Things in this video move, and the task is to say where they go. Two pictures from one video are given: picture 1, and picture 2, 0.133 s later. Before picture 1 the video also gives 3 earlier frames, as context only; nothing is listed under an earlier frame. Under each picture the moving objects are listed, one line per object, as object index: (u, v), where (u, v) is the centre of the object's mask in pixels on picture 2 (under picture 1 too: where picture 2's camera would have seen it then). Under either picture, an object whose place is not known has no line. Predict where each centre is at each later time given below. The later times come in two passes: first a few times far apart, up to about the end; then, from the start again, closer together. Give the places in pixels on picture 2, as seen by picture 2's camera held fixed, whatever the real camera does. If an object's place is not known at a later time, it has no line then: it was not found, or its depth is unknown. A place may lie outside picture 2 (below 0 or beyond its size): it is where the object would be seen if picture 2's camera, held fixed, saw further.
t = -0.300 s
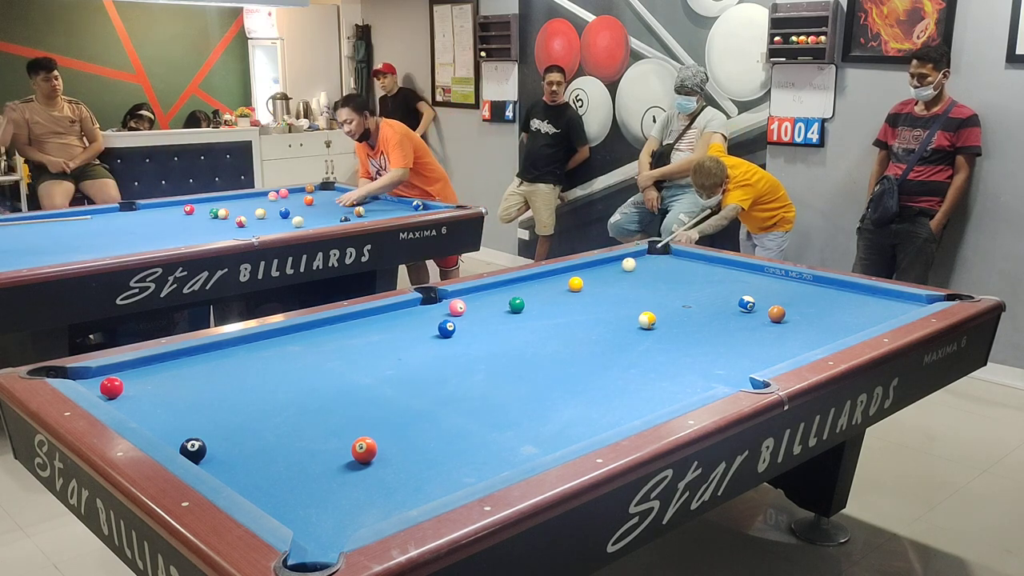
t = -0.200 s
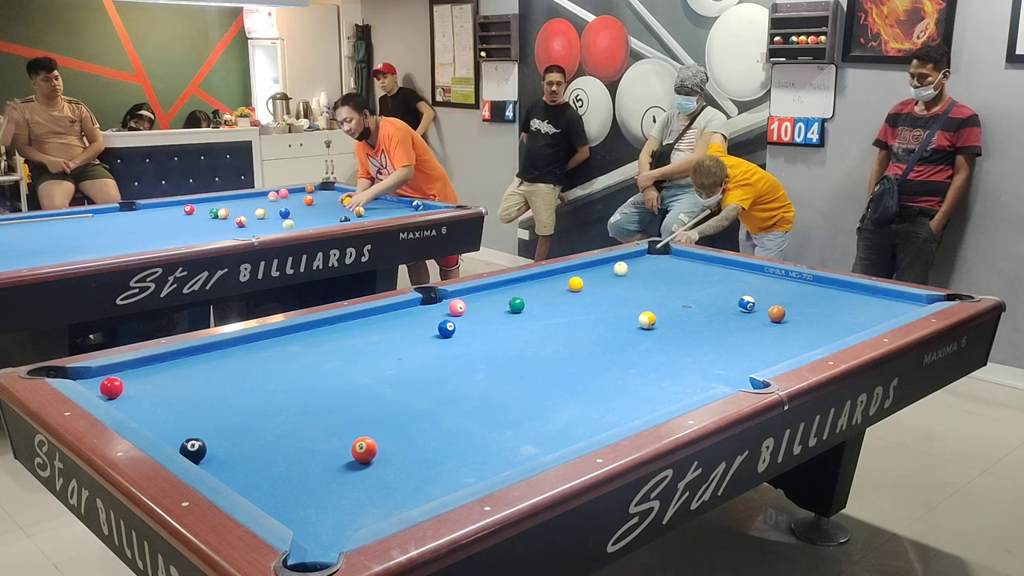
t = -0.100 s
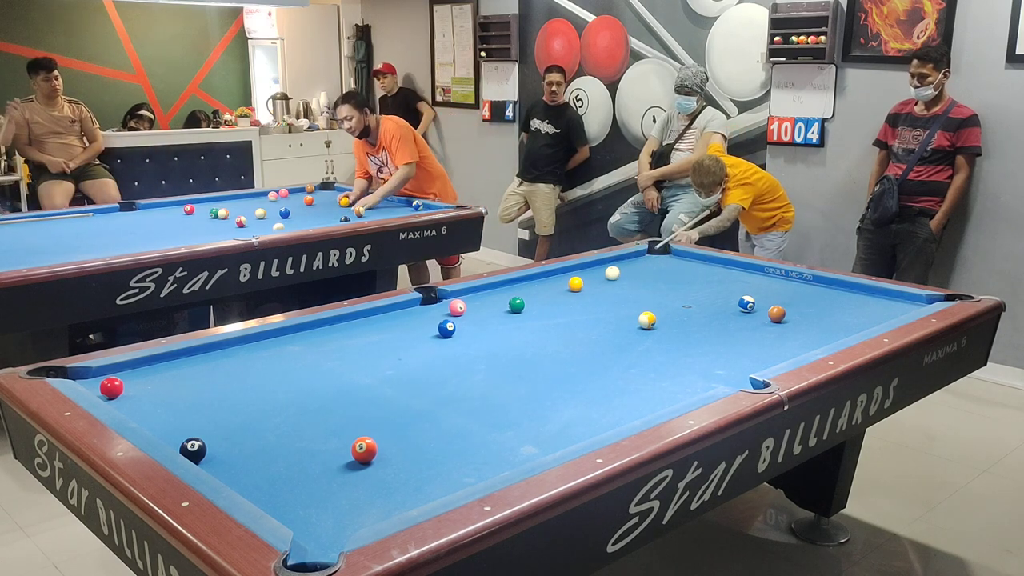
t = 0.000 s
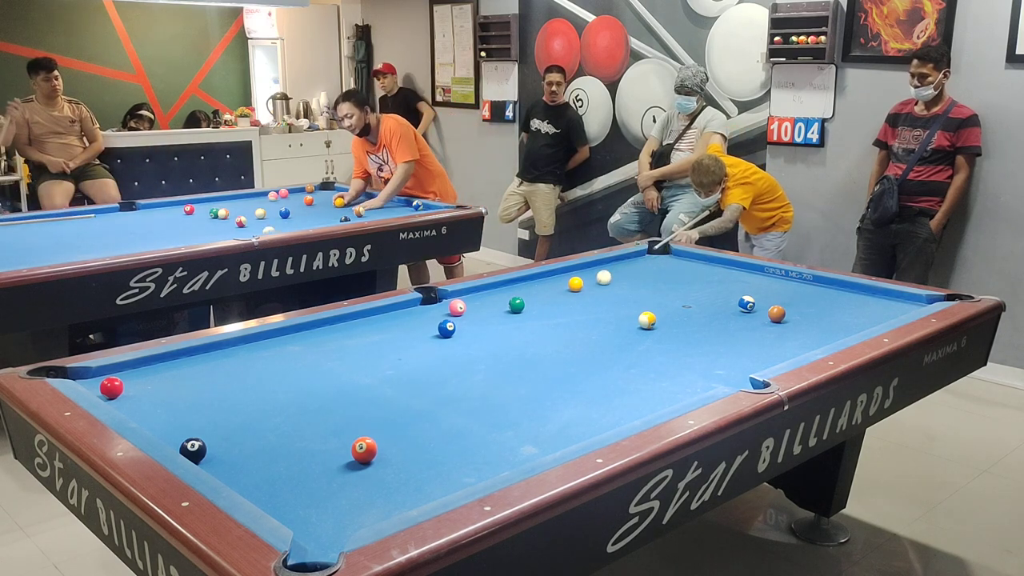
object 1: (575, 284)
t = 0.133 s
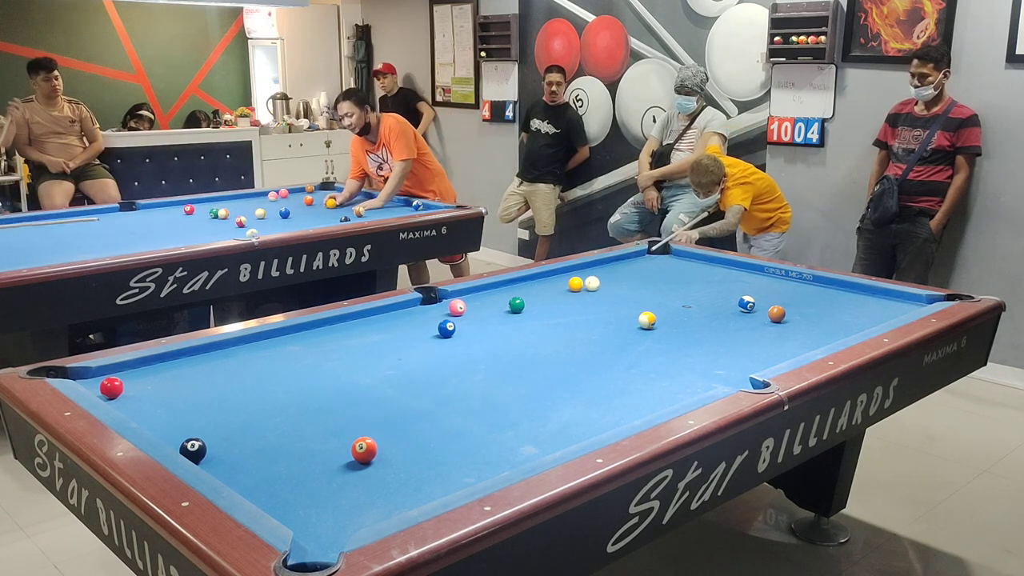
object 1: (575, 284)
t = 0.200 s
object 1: (571, 284)
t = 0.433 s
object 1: (554, 285)
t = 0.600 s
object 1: (543, 285)
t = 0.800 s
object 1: (532, 285)
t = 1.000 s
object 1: (522, 286)
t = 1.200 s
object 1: (512, 286)
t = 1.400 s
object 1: (504, 287)
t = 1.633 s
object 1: (495, 287)
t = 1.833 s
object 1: (489, 288)
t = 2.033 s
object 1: (483, 288)
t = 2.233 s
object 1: (482, 289)
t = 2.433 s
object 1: (481, 289)
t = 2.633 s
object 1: (481, 289)
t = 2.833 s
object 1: (481, 289)
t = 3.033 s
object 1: (481, 289)
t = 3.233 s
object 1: (481, 289)
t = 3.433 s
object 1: (481, 289)
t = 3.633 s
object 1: (481, 289)
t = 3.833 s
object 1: (481, 289)
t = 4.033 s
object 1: (481, 289)
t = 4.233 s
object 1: (481, 289)
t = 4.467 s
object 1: (481, 289)
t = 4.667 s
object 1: (481, 289)
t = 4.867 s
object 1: (481, 289)
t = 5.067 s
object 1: (481, 289)
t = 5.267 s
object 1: (481, 289)
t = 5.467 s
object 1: (481, 289)
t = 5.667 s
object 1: (481, 289)
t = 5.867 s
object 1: (481, 289)
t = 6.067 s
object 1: (481, 289)
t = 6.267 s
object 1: (481, 289)
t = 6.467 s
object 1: (481, 289)
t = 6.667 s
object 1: (481, 289)
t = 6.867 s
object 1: (479, 289)
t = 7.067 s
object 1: (480, 289)
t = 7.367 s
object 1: (482, 286)
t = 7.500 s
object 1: (480, 289)
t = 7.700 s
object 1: (480, 289)
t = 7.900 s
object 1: (480, 289)
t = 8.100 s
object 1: (480, 289)
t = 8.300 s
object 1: (480, 289)
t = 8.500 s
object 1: (480, 289)
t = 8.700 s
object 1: (480, 289)
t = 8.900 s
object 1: (480, 289)
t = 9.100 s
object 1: (480, 289)
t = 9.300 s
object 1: (480, 289)
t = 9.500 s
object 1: (480, 289)
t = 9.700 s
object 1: (480, 289)
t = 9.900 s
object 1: (480, 289)
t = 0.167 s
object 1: (574, 284)
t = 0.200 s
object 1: (571, 284)
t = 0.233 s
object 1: (569, 284)
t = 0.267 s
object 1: (567, 284)
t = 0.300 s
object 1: (564, 284)
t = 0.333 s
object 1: (560, 284)
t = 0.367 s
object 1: (558, 284)
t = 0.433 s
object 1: (554, 285)
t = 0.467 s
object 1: (552, 285)
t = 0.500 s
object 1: (550, 285)
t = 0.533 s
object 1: (547, 285)
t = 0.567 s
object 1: (545, 285)
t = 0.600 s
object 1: (543, 285)
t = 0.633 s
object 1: (541, 285)
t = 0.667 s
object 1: (539, 285)
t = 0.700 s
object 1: (537, 285)
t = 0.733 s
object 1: (535, 285)
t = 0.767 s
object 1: (534, 285)
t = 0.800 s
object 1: (532, 285)
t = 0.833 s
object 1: (530, 285)
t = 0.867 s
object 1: (528, 286)
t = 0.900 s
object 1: (526, 286)
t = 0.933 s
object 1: (525, 286)
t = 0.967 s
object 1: (523, 286)
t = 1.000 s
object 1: (522, 286)
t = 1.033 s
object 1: (520, 286)
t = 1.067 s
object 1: (518, 286)
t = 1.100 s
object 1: (517, 286)
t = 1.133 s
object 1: (515, 286)
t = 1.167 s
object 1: (514, 286)
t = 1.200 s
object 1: (512, 286)
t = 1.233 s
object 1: (510, 286)
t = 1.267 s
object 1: (509, 286)
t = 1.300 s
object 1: (508, 286)
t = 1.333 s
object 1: (507, 286)
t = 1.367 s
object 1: (505, 287)
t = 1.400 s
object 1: (504, 287)
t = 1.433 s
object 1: (502, 287)
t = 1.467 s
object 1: (501, 287)
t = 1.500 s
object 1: (500, 287)
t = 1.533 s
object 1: (498, 287)
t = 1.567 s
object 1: (497, 287)
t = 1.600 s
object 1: (496, 287)
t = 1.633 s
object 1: (495, 287)
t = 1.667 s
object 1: (494, 287)
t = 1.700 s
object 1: (493, 287)
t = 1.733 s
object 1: (492, 287)
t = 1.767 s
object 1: (491, 287)
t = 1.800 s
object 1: (489, 288)
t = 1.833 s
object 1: (489, 288)
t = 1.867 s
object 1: (488, 288)
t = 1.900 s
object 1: (486, 288)
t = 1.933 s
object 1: (486, 288)
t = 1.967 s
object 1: (485, 288)
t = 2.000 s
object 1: (484, 288)
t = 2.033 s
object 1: (483, 288)
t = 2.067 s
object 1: (483, 288)
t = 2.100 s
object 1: (483, 288)
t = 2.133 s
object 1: (483, 288)
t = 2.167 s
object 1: (482, 288)
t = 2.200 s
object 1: (482, 289)
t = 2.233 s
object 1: (482, 289)
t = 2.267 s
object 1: (482, 289)
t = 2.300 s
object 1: (482, 289)
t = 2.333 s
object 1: (482, 289)
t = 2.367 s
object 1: (481, 289)
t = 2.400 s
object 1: (481, 289)
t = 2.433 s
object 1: (481, 289)
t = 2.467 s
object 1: (481, 289)
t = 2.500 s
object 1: (481, 289)
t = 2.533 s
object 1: (481, 289)
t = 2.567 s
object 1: (481, 289)
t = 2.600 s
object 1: (481, 289)
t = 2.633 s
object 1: (481, 289)
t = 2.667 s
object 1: (481, 289)
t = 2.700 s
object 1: (481, 289)
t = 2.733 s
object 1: (481, 289)
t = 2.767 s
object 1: (481, 289)
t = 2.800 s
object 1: (481, 289)
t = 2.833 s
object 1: (481, 289)
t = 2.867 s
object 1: (481, 289)
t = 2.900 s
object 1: (481, 289)
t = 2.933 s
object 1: (481, 289)
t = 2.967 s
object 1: (481, 289)
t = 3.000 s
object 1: (481, 289)
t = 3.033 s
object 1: (481, 289)
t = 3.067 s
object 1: (481, 289)
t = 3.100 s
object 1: (481, 289)
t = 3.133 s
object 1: (481, 289)
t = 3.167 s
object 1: (481, 289)
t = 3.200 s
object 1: (481, 289)
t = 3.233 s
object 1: (481, 289)
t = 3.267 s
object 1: (481, 289)
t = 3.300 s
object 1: (481, 289)
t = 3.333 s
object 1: (481, 289)
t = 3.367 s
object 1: (481, 289)
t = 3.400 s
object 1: (481, 289)
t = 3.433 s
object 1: (481, 289)
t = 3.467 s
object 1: (481, 289)
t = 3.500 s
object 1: (481, 289)
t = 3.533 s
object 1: (481, 289)
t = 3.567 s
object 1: (481, 289)
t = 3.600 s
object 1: (481, 289)
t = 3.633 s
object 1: (481, 289)
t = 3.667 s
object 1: (481, 289)
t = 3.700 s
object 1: (481, 289)
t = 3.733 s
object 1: (481, 289)
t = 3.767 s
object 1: (481, 289)
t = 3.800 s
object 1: (481, 289)
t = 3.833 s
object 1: (481, 289)
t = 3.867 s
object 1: (481, 289)
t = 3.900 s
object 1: (481, 289)
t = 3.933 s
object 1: (481, 289)
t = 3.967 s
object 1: (481, 289)
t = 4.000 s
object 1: (481, 289)
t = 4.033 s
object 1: (481, 289)
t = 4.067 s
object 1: (481, 289)
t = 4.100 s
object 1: (481, 289)
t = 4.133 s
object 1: (481, 289)
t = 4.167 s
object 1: (481, 289)
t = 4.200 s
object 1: (481, 289)
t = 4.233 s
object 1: (481, 289)
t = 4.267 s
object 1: (481, 289)
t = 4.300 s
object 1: (481, 289)
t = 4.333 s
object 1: (481, 289)
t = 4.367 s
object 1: (481, 289)
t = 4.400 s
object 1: (481, 289)
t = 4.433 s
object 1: (481, 289)
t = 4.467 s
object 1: (481, 289)
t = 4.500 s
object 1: (481, 289)
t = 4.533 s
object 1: (481, 289)
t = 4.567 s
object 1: (481, 289)
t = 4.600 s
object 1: (481, 289)
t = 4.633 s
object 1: (481, 289)
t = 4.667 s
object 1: (481, 289)
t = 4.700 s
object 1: (481, 289)
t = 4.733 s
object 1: (481, 289)
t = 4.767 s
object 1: (481, 289)
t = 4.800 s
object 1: (481, 289)
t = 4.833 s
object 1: (481, 289)
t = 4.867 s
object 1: (481, 289)
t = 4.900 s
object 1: (481, 289)
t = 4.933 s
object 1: (481, 289)
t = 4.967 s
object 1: (481, 289)
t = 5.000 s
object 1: (481, 289)
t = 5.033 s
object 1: (481, 289)
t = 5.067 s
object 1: (481, 289)
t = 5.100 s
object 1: (481, 289)
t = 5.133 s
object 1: (481, 289)
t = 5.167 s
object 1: (481, 289)
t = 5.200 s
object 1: (481, 289)
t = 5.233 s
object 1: (481, 289)
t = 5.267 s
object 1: (481, 289)
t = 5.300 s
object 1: (481, 289)
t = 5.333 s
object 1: (481, 289)
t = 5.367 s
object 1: (481, 289)
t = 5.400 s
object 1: (481, 289)
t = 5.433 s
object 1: (481, 289)
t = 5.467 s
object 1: (481, 289)
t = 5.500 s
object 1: (481, 289)
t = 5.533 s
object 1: (481, 289)
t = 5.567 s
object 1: (481, 289)
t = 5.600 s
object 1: (481, 289)
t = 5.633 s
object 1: (481, 289)
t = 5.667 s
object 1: (481, 289)
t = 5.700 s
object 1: (481, 289)
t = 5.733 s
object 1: (481, 289)
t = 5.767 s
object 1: (481, 289)
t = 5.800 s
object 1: (481, 289)
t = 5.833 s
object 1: (481, 289)
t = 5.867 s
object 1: (481, 289)
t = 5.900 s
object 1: (481, 289)
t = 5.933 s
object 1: (481, 289)
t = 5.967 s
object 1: (481, 289)
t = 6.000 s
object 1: (481, 289)
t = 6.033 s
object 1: (481, 289)
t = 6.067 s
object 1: (481, 289)
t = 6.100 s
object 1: (481, 289)
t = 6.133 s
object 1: (481, 289)
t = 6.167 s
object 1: (481, 289)
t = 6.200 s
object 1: (481, 289)
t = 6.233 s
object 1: (481, 289)
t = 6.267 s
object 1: (481, 289)
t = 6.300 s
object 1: (481, 289)
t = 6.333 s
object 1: (481, 289)
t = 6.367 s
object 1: (481, 289)
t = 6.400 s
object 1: (481, 289)
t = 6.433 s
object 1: (481, 289)
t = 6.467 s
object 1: (481, 289)
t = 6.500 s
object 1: (481, 289)
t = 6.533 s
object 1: (481, 289)
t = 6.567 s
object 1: (481, 289)
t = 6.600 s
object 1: (481, 289)
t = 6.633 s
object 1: (481, 289)
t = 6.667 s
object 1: (481, 289)
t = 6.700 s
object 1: (481, 289)
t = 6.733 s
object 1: (481, 289)
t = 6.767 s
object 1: (481, 289)
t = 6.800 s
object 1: (481, 289)
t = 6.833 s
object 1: (481, 289)
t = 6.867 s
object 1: (479, 289)
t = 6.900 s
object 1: (481, 289)
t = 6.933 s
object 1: (481, 289)
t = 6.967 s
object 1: (481, 289)
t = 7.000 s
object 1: (481, 289)
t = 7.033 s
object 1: (480, 289)
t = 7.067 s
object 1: (480, 289)
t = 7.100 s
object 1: (478, 292)
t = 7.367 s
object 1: (482, 286)
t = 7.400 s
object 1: (481, 288)
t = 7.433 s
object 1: (481, 289)
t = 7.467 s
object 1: (480, 290)
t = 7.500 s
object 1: (480, 289)
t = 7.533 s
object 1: (480, 289)
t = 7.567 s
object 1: (480, 290)
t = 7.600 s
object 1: (480, 290)
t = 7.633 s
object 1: (480, 289)
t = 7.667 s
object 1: (480, 289)
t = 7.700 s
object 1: (480, 289)
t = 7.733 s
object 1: (480, 289)
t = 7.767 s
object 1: (480, 289)
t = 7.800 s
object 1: (480, 289)
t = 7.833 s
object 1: (480, 289)
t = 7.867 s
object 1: (480, 289)
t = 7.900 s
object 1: (480, 289)
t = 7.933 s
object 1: (480, 289)
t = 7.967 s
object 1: (480, 289)
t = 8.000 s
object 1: (480, 289)
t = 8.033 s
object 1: (480, 289)
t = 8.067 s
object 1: (480, 289)
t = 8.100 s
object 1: (480, 289)
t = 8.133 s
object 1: (480, 289)
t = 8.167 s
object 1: (480, 289)
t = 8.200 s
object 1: (480, 289)
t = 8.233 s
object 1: (480, 289)
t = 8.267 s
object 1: (480, 290)
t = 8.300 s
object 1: (480, 289)
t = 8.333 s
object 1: (480, 290)
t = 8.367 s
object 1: (480, 289)
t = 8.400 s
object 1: (480, 290)
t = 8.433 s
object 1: (480, 290)
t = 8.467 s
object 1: (480, 289)
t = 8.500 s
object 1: (480, 289)
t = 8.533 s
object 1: (480, 289)
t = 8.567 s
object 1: (480, 290)
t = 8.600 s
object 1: (480, 290)
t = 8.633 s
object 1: (480, 289)
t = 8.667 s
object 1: (480, 289)
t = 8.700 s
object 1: (480, 289)
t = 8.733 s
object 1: (480, 289)
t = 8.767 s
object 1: (480, 289)
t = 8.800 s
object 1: (480, 289)
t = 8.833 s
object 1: (480, 289)
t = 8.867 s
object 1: (480, 289)
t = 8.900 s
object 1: (480, 289)
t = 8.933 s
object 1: (480, 289)
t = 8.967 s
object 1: (480, 289)
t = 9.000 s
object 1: (480, 289)
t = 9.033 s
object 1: (480, 289)
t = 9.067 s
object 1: (480, 289)
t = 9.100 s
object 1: (480, 289)
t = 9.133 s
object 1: (480, 289)
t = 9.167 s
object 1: (480, 289)
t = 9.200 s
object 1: (480, 289)
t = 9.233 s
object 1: (480, 289)
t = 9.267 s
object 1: (480, 289)
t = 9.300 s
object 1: (480, 289)
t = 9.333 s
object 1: (480, 289)
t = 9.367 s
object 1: (480, 289)
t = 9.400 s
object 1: (480, 289)
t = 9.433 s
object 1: (480, 289)
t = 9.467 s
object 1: (480, 289)
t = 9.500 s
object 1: (480, 289)
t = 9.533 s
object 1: (480, 289)
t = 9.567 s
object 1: (480, 289)
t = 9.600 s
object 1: (480, 289)
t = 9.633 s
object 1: (480, 289)
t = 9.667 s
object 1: (480, 289)
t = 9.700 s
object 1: (480, 289)
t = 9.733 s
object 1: (480, 289)
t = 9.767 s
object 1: (480, 289)
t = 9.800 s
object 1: (480, 289)
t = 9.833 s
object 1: (480, 289)
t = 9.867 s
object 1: (480, 289)
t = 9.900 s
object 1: (480, 289)
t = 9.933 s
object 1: (480, 289)
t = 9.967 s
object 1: (480, 289)
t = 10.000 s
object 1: (480, 289)
